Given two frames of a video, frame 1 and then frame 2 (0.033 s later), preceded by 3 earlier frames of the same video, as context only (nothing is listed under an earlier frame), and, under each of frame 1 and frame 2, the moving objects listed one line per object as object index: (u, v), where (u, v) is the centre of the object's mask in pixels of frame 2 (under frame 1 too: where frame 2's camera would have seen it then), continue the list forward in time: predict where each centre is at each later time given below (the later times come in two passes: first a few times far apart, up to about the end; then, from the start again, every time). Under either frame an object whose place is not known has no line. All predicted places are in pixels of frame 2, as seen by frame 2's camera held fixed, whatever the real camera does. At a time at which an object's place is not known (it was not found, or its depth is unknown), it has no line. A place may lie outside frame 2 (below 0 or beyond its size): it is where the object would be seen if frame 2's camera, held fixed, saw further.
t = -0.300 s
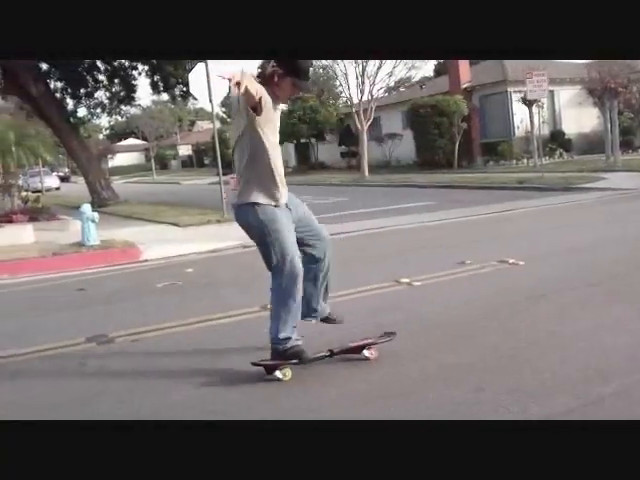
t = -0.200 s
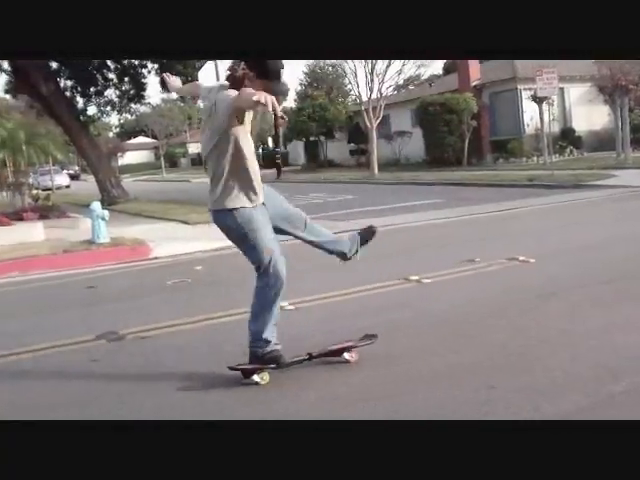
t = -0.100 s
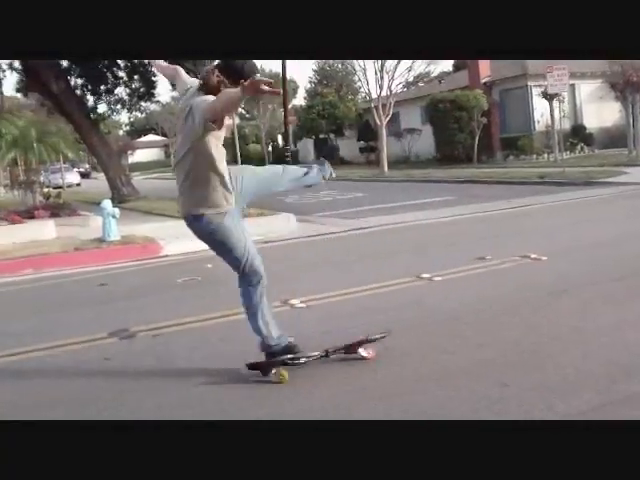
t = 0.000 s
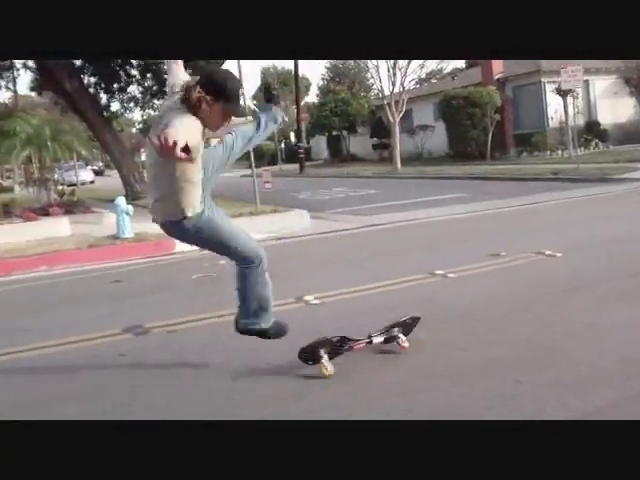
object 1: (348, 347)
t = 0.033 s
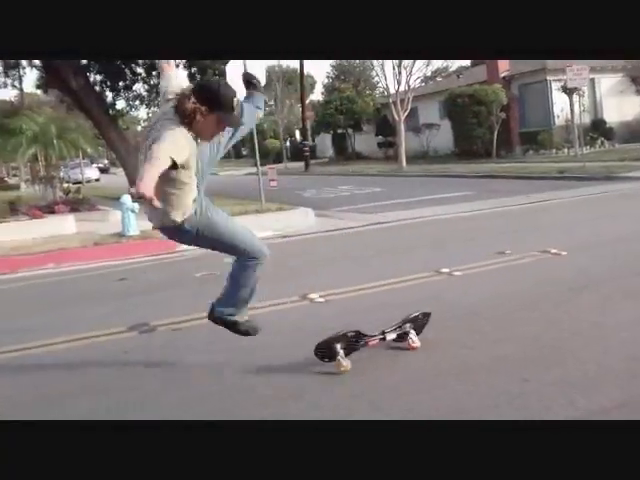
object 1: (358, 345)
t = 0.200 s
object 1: (402, 343)
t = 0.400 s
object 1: (434, 339)
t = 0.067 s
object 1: (368, 345)
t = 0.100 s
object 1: (376, 345)
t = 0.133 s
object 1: (386, 346)
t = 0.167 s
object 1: (396, 343)
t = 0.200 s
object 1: (402, 343)
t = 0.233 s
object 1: (409, 342)
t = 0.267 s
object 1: (415, 341)
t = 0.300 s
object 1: (421, 340)
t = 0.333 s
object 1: (425, 340)
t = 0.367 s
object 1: (432, 339)
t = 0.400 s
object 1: (434, 339)
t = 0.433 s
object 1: (437, 339)
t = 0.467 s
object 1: (441, 339)
